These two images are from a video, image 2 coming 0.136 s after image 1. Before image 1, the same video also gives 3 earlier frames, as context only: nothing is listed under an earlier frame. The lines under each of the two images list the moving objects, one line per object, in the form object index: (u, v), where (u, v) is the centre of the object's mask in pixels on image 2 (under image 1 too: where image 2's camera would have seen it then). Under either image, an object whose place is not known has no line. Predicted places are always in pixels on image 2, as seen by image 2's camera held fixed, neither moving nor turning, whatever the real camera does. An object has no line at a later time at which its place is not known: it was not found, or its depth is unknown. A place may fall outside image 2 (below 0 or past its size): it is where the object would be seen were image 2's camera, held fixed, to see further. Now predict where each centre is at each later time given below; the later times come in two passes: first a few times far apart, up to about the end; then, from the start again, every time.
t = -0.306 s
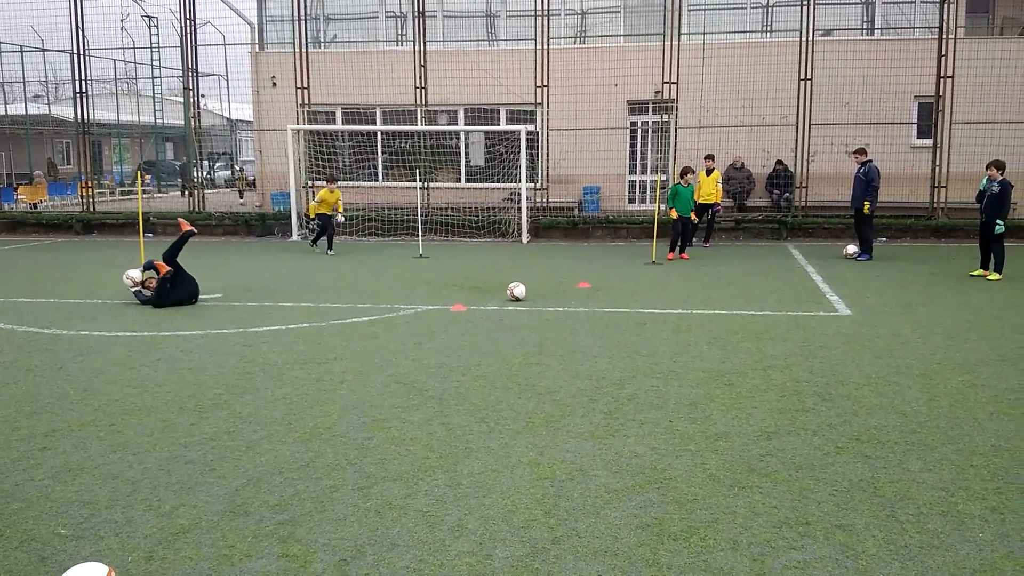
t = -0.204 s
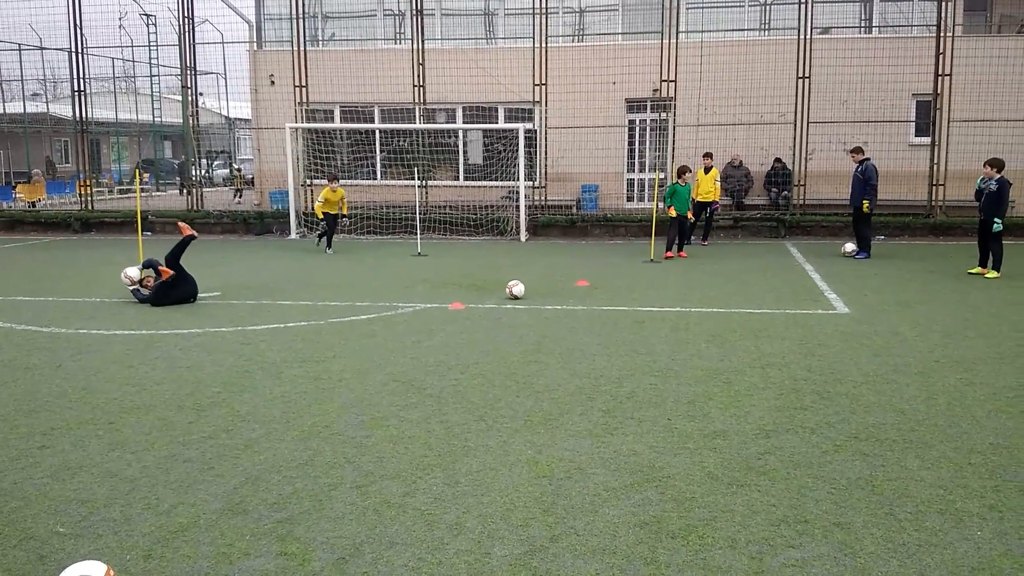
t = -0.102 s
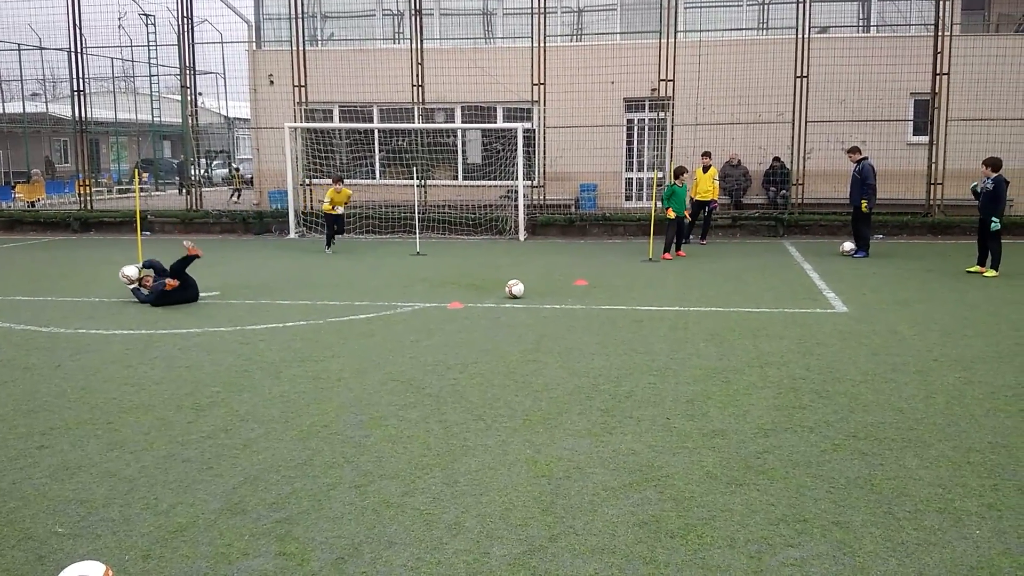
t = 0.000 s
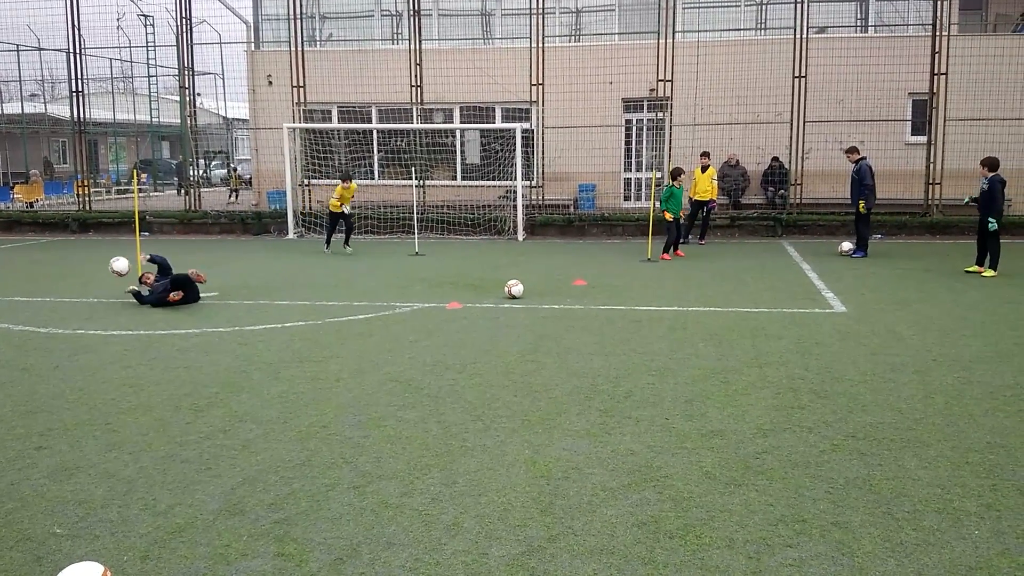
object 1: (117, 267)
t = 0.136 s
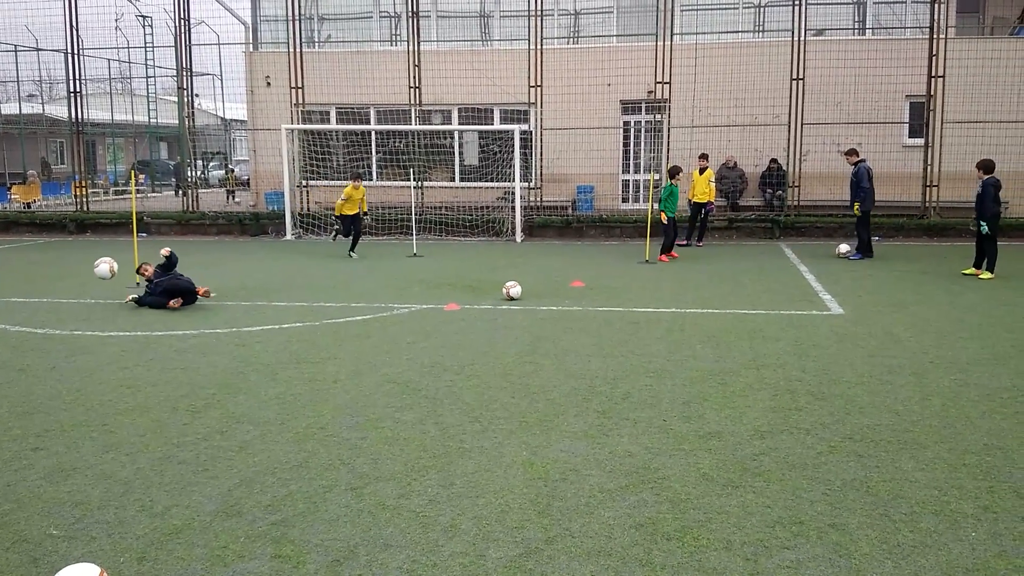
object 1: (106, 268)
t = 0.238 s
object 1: (97, 282)
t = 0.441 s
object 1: (81, 360)
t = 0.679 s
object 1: (60, 355)
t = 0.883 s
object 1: (41, 420)
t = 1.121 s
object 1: (6, 455)
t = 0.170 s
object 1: (103, 271)
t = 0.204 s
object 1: (100, 276)
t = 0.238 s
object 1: (97, 282)
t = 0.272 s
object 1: (94, 290)
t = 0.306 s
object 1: (92, 300)
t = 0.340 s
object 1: (89, 312)
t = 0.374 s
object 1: (86, 326)
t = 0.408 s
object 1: (83, 342)
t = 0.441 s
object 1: (81, 360)
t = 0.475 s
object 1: (77, 357)
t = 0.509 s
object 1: (75, 353)
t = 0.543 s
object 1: (72, 350)
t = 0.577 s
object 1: (69, 349)
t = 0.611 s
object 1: (67, 349)
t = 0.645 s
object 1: (63, 351)
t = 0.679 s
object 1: (60, 355)
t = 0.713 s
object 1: (57, 361)
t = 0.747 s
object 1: (54, 369)
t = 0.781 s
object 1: (50, 378)
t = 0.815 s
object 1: (48, 391)
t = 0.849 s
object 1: (45, 406)
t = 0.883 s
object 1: (41, 420)
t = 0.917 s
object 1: (37, 418)
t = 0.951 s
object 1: (32, 418)
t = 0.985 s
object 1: (27, 420)
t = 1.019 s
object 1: (22, 425)
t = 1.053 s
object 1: (17, 432)
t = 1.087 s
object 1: (11, 442)
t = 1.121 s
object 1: (6, 455)
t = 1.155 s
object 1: (2, 471)
